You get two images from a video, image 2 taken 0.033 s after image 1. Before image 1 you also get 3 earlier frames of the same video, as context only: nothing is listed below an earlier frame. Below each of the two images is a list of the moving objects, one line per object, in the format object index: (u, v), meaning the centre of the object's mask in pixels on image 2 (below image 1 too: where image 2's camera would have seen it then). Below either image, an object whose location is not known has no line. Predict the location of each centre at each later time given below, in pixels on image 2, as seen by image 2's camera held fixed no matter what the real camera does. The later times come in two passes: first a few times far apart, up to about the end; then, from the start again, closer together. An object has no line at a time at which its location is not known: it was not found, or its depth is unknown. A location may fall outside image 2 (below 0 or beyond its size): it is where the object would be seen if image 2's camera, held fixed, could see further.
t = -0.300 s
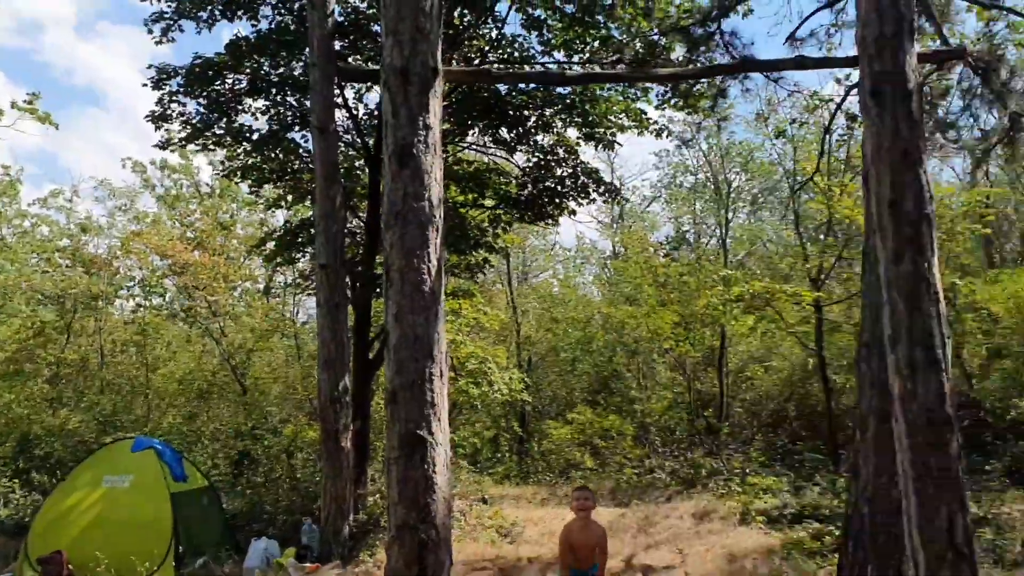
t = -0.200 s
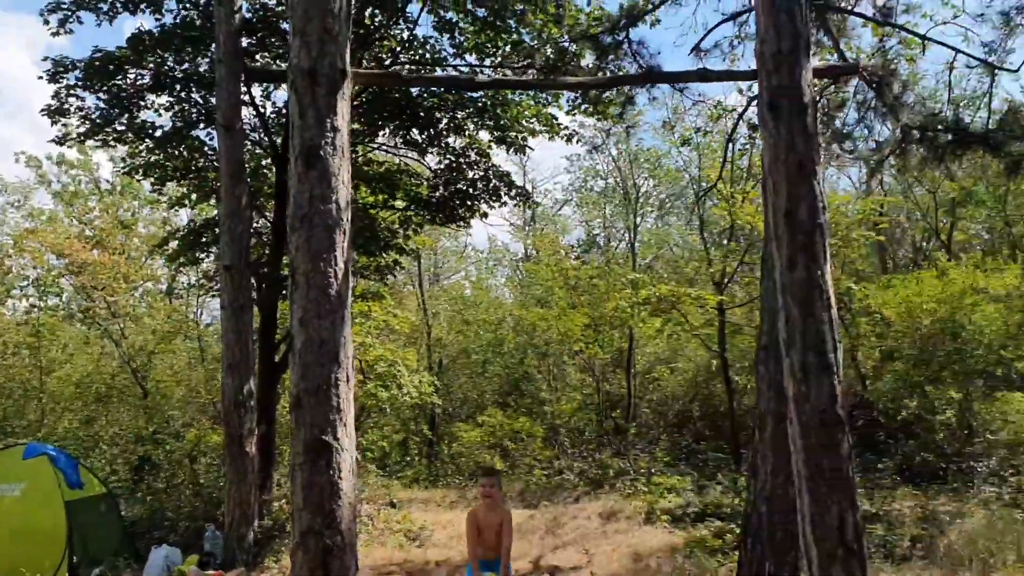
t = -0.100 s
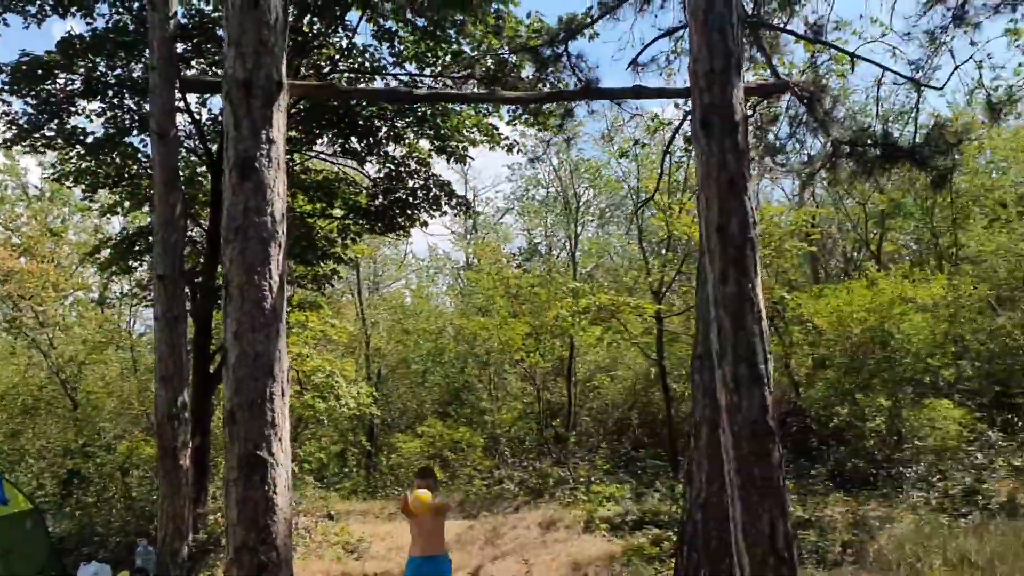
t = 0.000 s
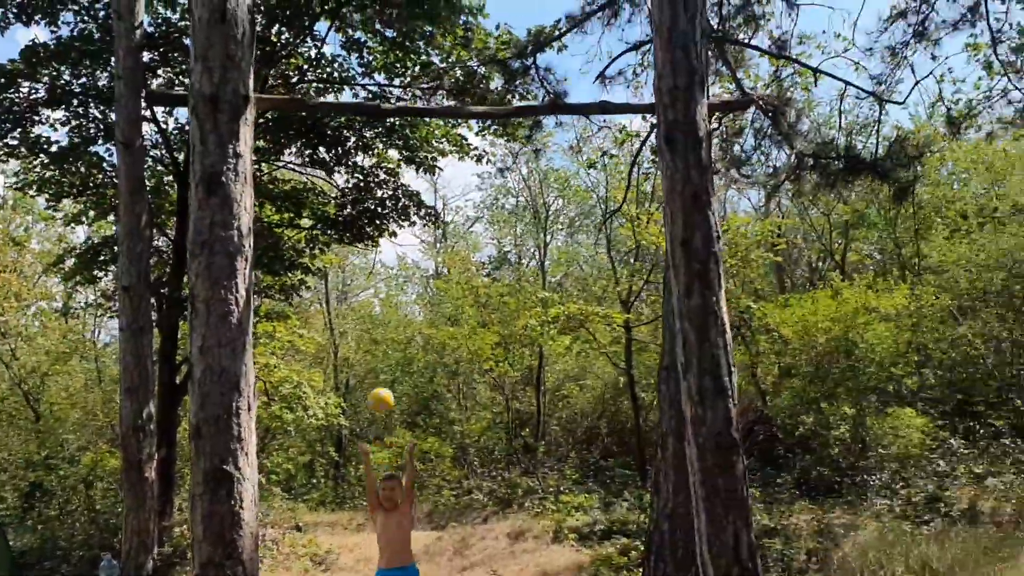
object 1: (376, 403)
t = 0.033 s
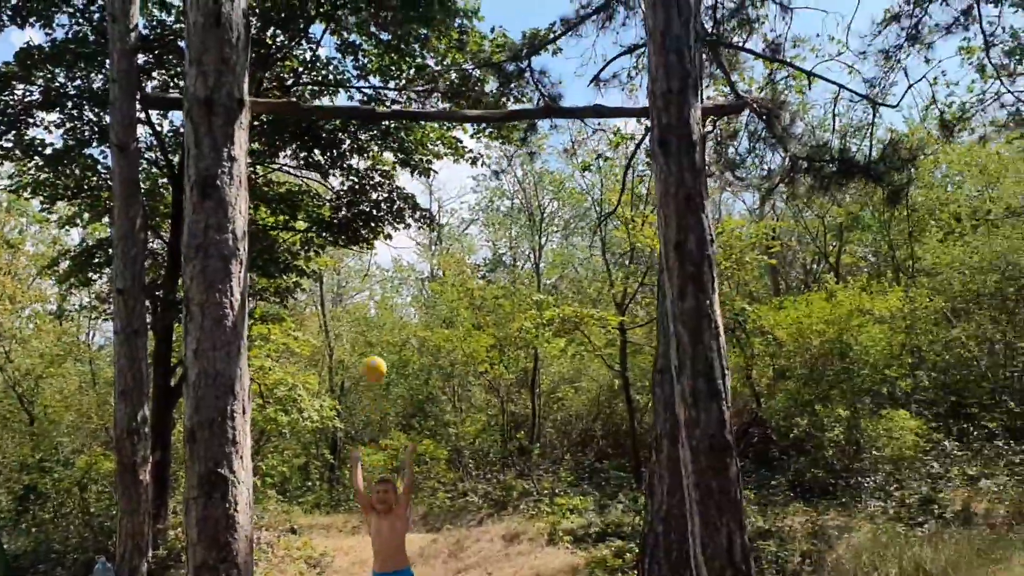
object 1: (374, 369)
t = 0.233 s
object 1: (355, 200)
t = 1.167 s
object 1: (256, 331)
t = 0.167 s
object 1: (363, 250)
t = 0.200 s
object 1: (358, 225)
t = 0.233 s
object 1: (355, 200)
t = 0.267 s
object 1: (351, 178)
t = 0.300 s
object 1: (347, 157)
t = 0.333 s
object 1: (342, 137)
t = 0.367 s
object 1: (337, 127)
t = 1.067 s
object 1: (265, 219)
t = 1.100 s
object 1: (262, 254)
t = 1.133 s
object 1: (261, 290)
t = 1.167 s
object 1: (256, 331)
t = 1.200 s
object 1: (252, 377)
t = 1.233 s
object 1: (247, 428)
